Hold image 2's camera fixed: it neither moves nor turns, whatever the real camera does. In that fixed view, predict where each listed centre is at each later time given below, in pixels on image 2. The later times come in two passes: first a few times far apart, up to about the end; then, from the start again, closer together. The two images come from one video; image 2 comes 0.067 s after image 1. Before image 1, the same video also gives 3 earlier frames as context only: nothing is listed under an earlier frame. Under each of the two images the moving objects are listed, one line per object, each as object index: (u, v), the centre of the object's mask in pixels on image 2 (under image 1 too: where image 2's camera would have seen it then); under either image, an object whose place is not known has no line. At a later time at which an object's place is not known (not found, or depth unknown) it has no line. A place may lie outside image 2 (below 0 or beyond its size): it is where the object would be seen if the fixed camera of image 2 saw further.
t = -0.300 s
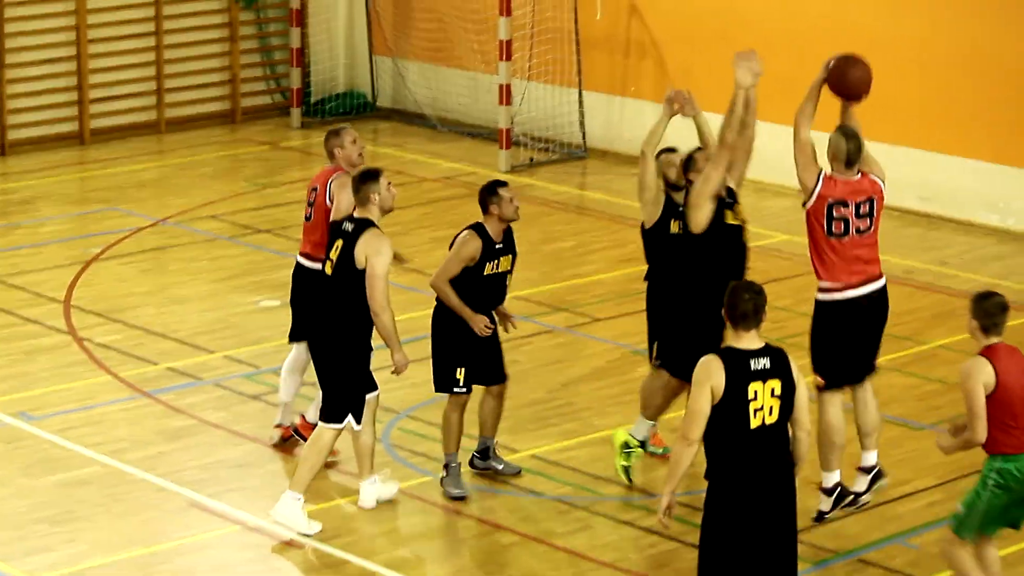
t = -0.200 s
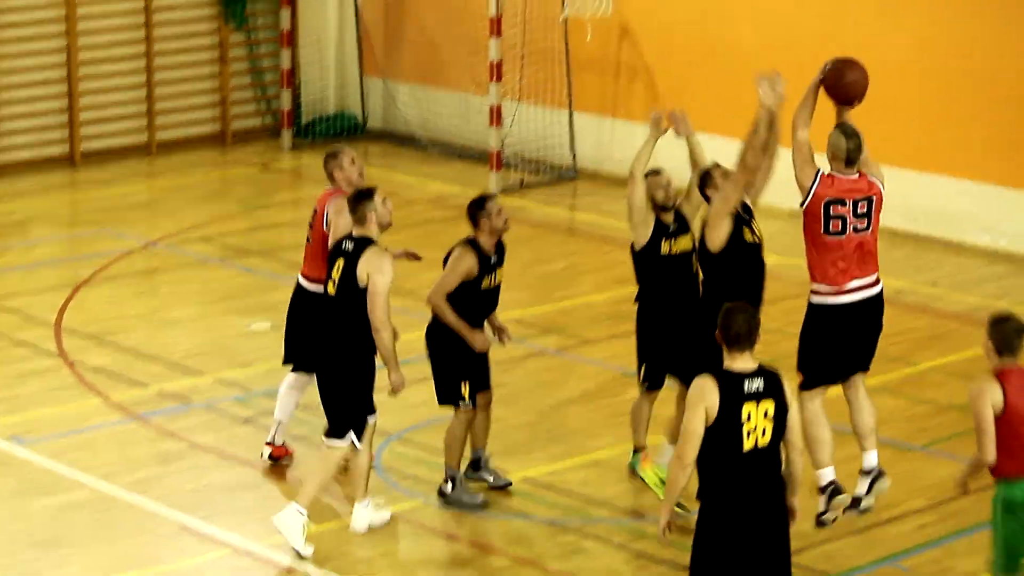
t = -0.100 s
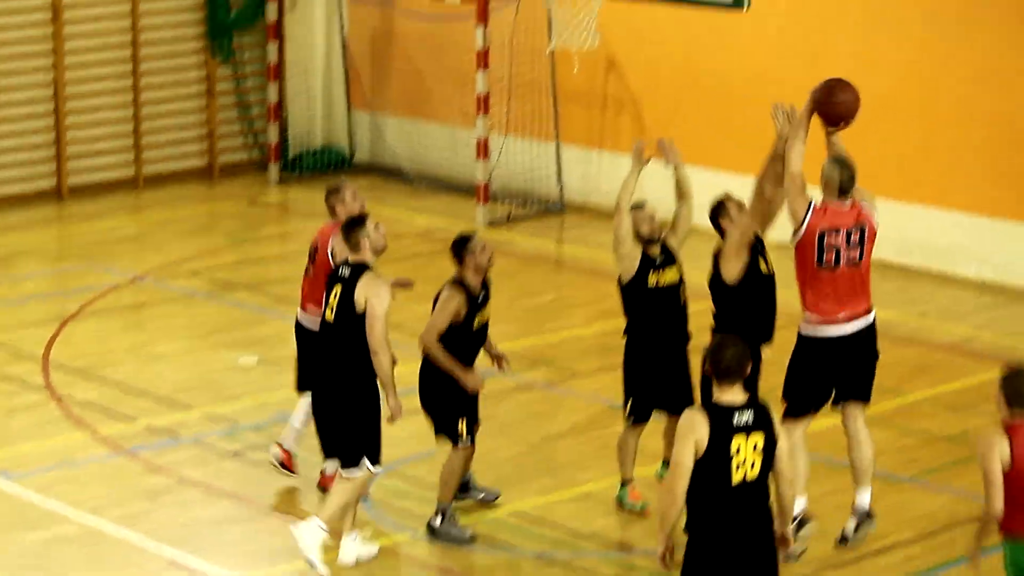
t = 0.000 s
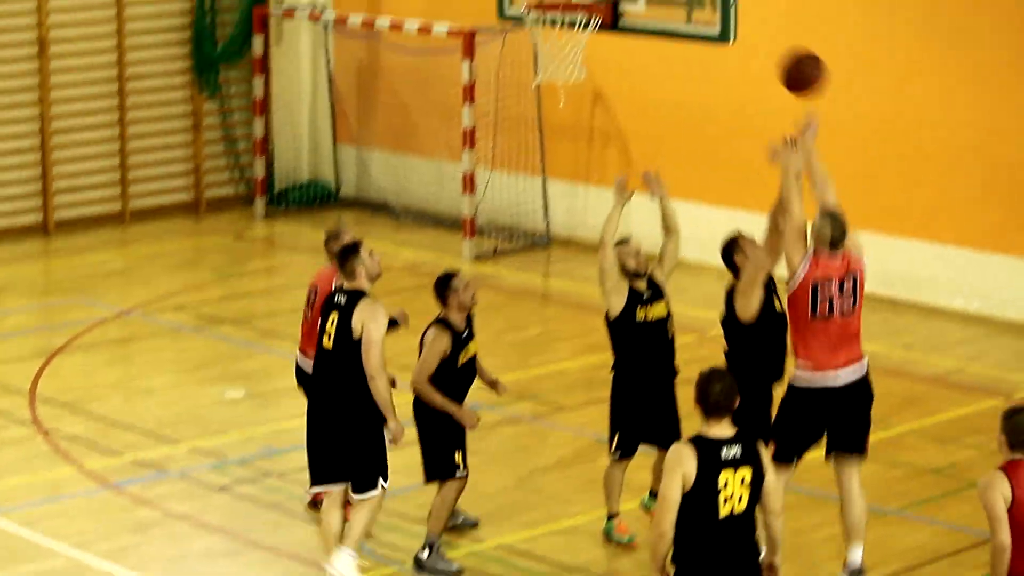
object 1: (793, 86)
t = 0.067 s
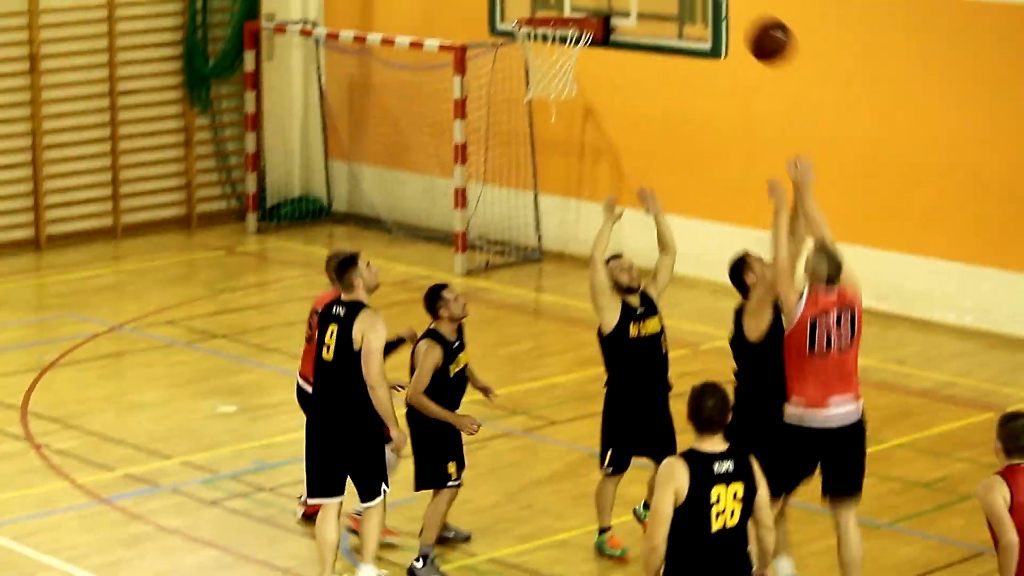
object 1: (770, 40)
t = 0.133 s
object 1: (749, 6)
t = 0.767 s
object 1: (540, 12)
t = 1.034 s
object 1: (570, 52)
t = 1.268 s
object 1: (540, 99)
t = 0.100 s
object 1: (759, 21)
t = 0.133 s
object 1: (749, 6)
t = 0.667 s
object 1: (579, 4)
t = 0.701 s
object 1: (567, 7)
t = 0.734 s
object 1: (554, 9)
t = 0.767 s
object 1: (540, 12)
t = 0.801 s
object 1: (539, 18)
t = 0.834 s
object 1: (541, 24)
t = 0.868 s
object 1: (549, 28)
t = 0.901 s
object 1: (559, 31)
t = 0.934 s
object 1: (570, 35)
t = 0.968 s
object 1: (571, 43)
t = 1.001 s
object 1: (570, 47)
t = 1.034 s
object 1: (570, 52)
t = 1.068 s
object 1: (568, 60)
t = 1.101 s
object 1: (565, 68)
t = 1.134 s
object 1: (561, 72)
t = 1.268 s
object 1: (540, 99)
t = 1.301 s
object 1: (536, 107)
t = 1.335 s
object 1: (531, 119)
